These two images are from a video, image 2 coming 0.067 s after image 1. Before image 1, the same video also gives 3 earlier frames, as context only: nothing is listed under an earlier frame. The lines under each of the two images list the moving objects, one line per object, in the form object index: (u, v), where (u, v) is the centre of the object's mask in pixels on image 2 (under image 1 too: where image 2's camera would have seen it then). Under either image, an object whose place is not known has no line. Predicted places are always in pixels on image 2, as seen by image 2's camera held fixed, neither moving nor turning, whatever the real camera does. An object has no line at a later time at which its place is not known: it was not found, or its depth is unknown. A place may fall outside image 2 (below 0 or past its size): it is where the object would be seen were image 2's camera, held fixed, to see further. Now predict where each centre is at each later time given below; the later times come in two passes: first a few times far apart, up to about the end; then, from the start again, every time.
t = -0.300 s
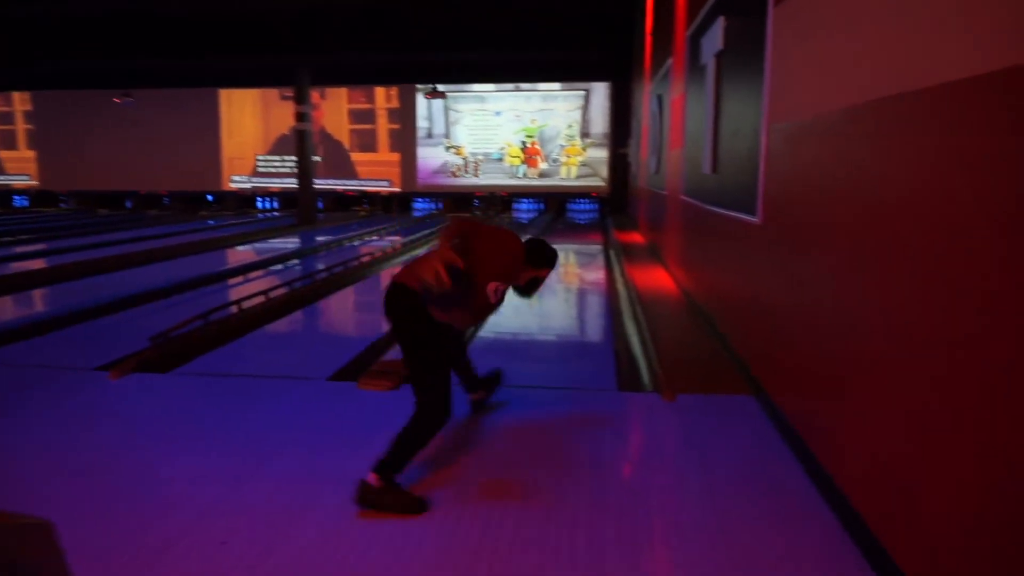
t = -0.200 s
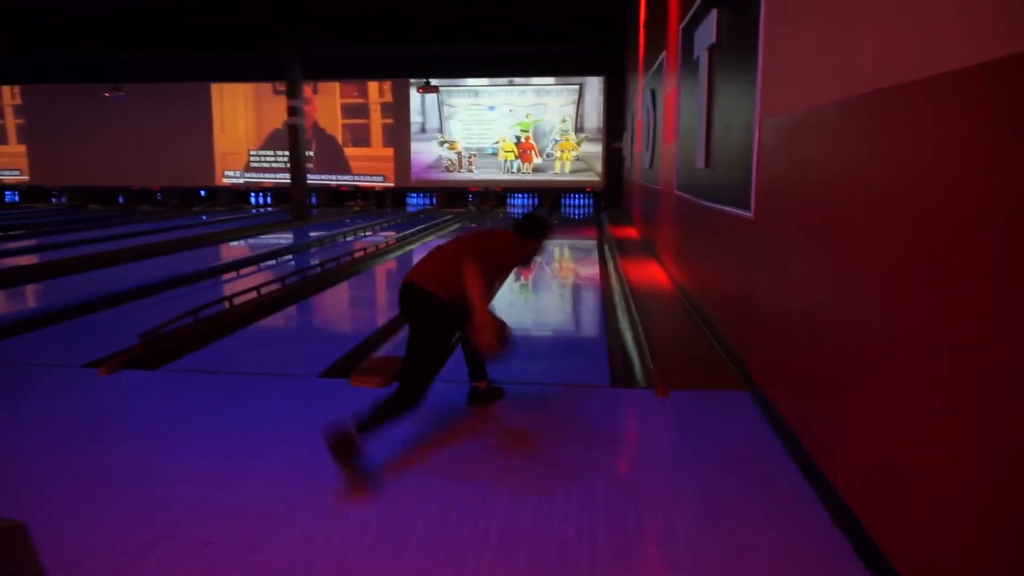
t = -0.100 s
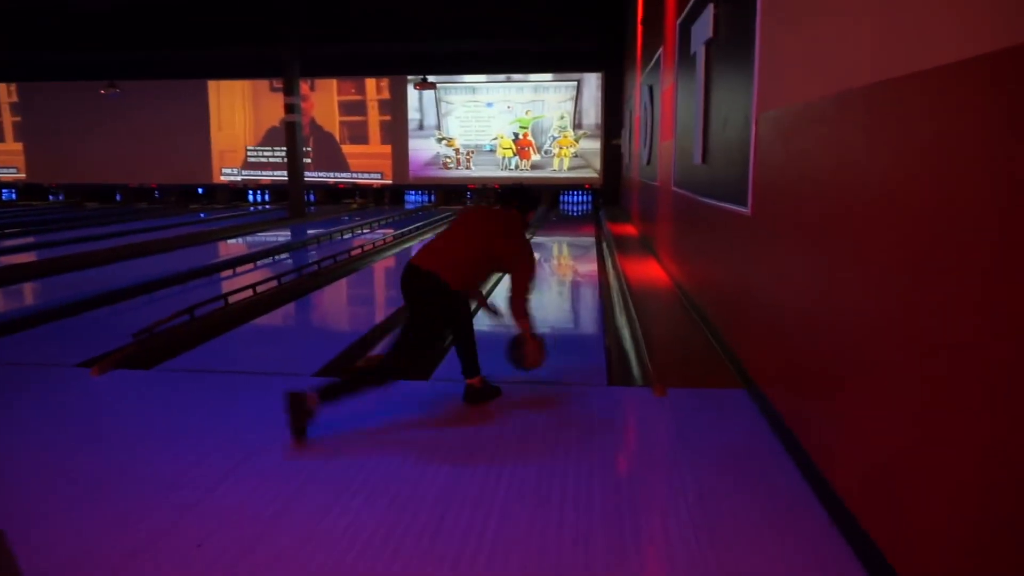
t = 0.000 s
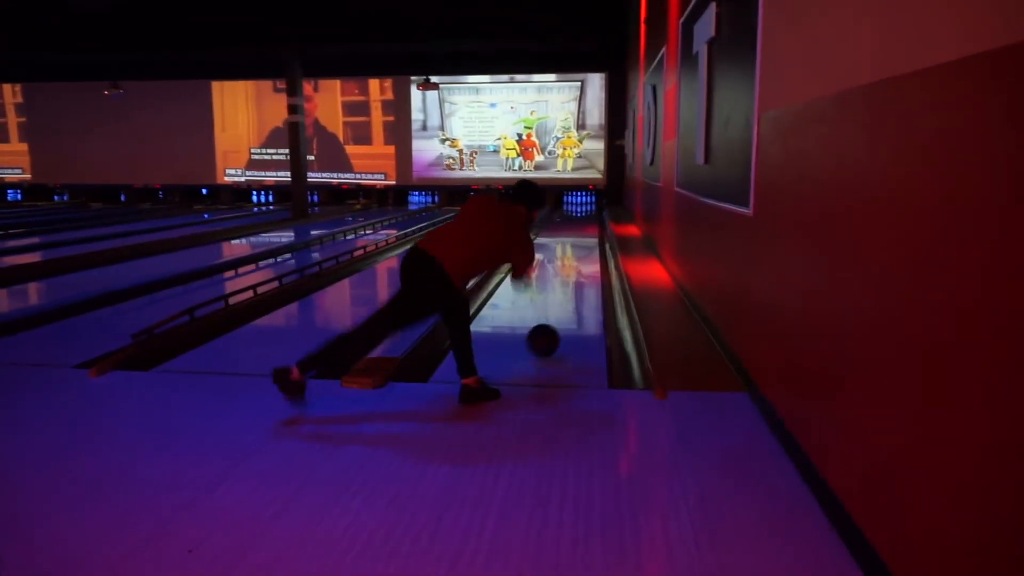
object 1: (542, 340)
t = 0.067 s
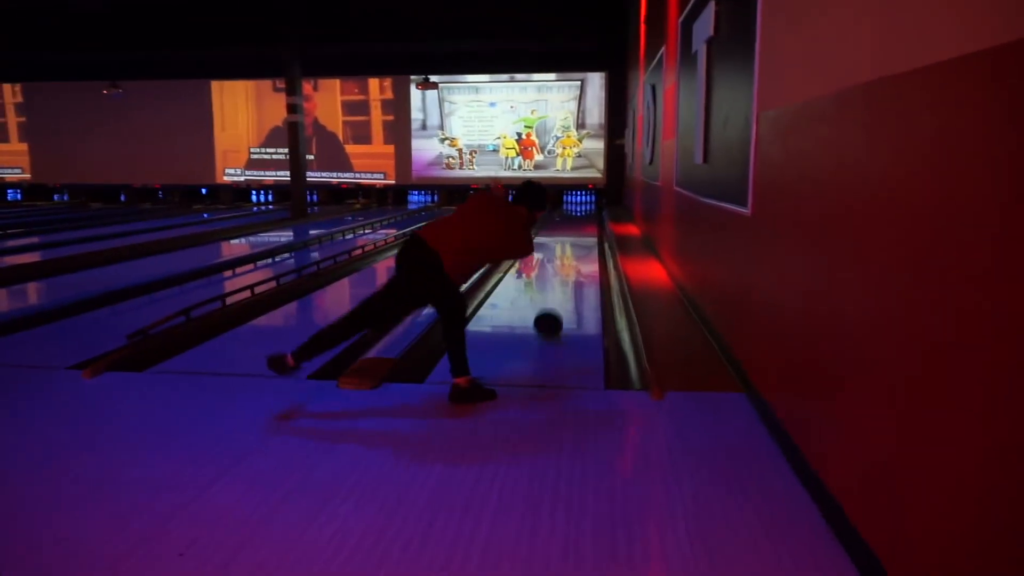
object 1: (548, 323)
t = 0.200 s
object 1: (558, 300)
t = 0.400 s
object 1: (567, 273)
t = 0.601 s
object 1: (574, 254)
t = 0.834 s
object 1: (579, 239)
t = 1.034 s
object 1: (582, 230)
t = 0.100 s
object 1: (551, 316)
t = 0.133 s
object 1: (553, 311)
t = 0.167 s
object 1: (556, 306)
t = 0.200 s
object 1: (558, 300)
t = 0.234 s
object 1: (560, 295)
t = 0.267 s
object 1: (561, 290)
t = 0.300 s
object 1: (563, 285)
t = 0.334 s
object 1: (565, 281)
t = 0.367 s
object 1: (566, 277)
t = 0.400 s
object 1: (567, 273)
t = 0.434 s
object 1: (569, 269)
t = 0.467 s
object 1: (570, 266)
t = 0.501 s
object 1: (571, 263)
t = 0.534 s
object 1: (572, 260)
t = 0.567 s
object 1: (573, 257)
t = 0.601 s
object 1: (574, 254)
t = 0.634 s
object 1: (575, 252)
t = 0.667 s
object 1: (576, 249)
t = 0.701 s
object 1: (576, 247)
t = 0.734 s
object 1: (577, 245)
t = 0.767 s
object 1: (578, 243)
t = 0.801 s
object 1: (579, 241)
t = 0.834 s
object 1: (579, 239)
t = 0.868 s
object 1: (580, 238)
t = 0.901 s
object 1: (580, 236)
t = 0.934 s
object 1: (581, 234)
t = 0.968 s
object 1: (581, 233)
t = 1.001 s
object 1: (581, 232)
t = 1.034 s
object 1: (582, 230)
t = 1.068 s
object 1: (583, 229)
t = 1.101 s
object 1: (583, 228)
